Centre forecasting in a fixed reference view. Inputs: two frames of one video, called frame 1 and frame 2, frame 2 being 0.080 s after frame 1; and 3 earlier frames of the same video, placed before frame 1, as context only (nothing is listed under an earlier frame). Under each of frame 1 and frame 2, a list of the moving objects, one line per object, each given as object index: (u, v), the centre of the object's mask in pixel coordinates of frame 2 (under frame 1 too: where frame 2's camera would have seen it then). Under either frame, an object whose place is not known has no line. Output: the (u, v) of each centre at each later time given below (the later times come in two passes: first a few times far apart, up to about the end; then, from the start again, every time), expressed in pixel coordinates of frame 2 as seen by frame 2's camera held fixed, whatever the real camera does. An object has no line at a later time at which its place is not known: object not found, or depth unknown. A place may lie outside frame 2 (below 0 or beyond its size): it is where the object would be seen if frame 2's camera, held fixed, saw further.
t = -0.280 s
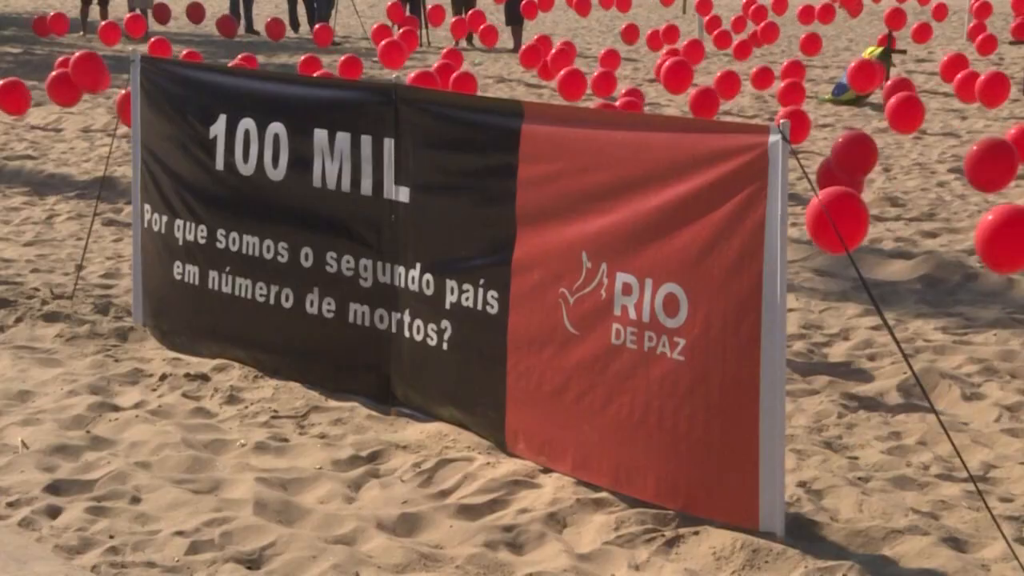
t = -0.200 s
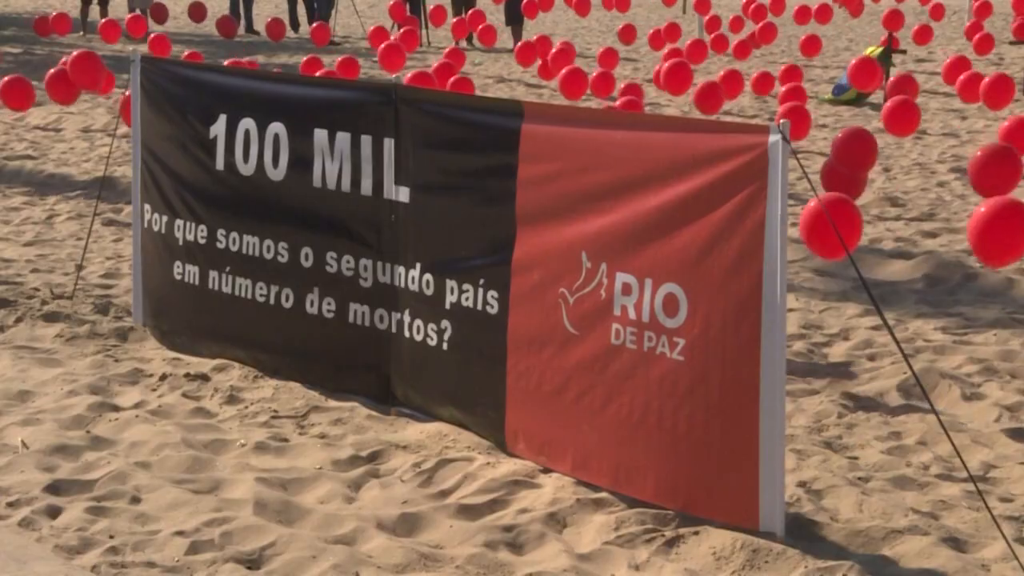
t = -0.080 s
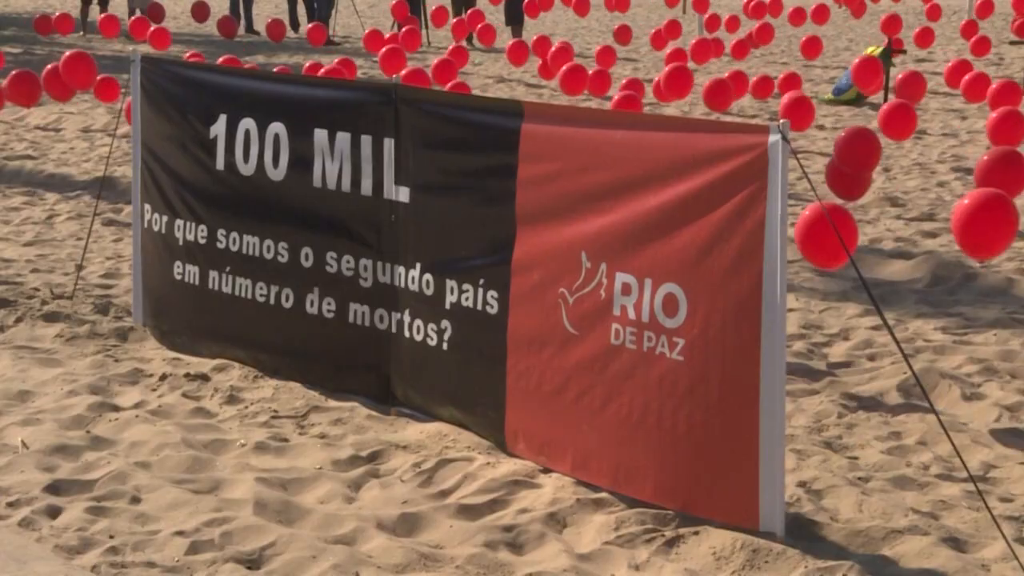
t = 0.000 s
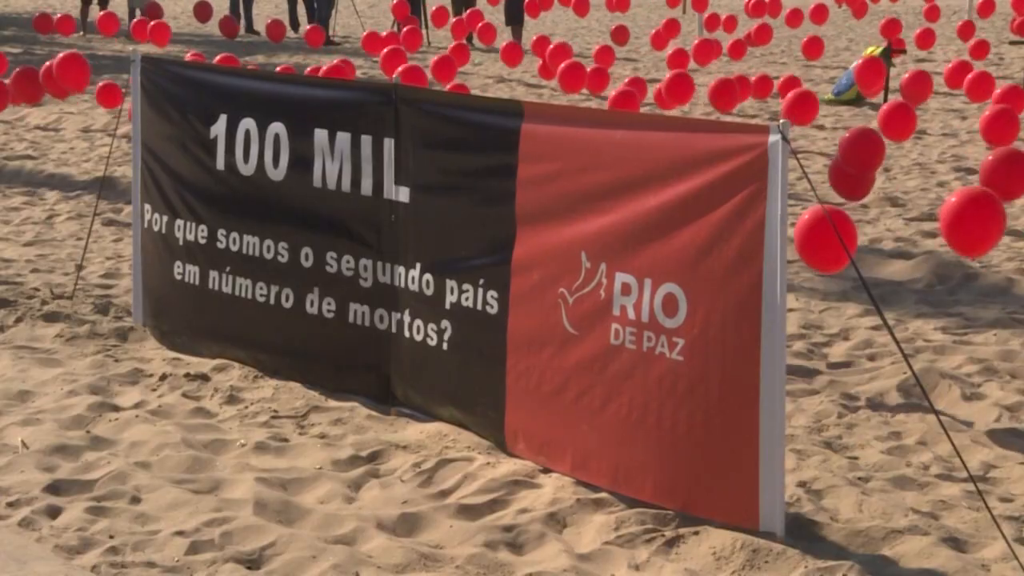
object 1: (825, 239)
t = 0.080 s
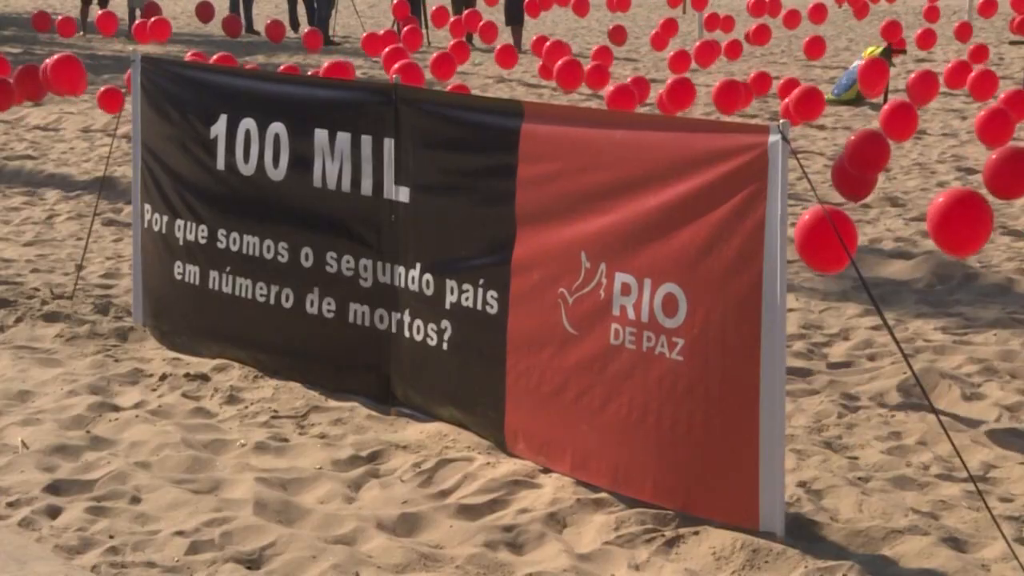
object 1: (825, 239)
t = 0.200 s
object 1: (826, 235)
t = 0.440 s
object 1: (826, 218)
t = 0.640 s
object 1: (830, 209)
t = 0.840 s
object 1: (834, 214)
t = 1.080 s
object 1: (850, 230)
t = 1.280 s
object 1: (864, 229)
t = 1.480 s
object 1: (866, 218)
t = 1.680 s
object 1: (869, 206)
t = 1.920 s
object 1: (879, 212)
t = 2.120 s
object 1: (892, 226)
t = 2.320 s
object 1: (903, 234)
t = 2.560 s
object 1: (908, 215)
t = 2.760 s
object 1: (900, 197)
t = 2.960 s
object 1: (886, 189)
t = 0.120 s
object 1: (825, 239)
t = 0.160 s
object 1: (825, 237)
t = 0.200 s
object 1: (826, 235)
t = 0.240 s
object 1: (826, 232)
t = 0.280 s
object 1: (827, 229)
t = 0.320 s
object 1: (827, 226)
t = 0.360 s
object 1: (827, 223)
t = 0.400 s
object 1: (827, 220)
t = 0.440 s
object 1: (826, 218)
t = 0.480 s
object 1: (830, 214)
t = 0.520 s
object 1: (829, 212)
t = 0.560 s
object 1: (829, 211)
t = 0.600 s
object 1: (829, 210)
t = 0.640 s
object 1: (830, 209)
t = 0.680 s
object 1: (830, 209)
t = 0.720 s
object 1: (830, 209)
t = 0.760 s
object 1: (831, 211)
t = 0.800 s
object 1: (833, 212)
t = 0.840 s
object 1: (834, 214)
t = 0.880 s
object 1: (837, 217)
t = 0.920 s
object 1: (839, 219)
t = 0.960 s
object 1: (841, 222)
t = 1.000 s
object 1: (844, 225)
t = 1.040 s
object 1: (847, 228)
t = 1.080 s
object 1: (850, 230)
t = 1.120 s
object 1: (853, 232)
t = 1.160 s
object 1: (856, 233)
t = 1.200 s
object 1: (862, 230)
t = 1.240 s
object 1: (863, 230)
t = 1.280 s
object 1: (864, 229)
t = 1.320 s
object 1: (865, 228)
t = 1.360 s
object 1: (865, 225)
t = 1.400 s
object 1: (866, 223)
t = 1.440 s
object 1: (866, 220)
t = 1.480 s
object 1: (866, 218)
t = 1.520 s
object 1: (866, 215)
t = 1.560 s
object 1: (867, 212)
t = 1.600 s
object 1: (868, 210)
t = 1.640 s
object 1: (868, 208)
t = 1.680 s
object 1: (869, 206)
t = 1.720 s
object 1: (871, 206)
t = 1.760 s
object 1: (872, 206)
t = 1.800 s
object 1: (873, 206)
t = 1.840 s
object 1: (875, 207)
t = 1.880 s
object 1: (877, 209)
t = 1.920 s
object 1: (879, 212)
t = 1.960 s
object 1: (881, 214)
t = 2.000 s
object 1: (883, 217)
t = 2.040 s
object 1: (886, 220)
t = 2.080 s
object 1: (889, 223)
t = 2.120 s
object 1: (892, 226)
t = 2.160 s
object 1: (894, 229)
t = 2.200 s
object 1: (897, 231)
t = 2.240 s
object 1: (900, 233)
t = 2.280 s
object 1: (902, 234)
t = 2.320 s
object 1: (903, 234)
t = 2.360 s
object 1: (905, 233)
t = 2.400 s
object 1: (906, 231)
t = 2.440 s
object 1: (908, 227)
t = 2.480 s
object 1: (908, 223)
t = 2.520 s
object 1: (909, 219)
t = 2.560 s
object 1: (908, 215)
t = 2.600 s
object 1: (908, 211)
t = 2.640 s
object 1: (906, 207)
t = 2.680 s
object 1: (905, 203)
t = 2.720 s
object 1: (902, 199)
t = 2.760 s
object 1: (900, 197)
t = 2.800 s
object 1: (897, 195)
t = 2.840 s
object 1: (894, 193)
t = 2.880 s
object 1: (891, 191)
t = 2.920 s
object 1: (888, 190)
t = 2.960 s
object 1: (886, 189)
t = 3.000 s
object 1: (883, 189)
